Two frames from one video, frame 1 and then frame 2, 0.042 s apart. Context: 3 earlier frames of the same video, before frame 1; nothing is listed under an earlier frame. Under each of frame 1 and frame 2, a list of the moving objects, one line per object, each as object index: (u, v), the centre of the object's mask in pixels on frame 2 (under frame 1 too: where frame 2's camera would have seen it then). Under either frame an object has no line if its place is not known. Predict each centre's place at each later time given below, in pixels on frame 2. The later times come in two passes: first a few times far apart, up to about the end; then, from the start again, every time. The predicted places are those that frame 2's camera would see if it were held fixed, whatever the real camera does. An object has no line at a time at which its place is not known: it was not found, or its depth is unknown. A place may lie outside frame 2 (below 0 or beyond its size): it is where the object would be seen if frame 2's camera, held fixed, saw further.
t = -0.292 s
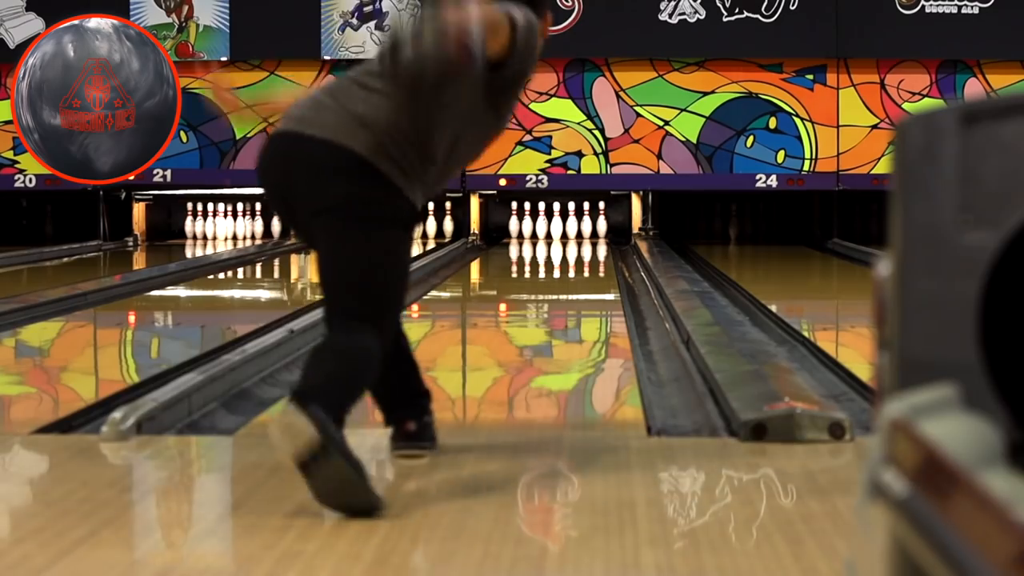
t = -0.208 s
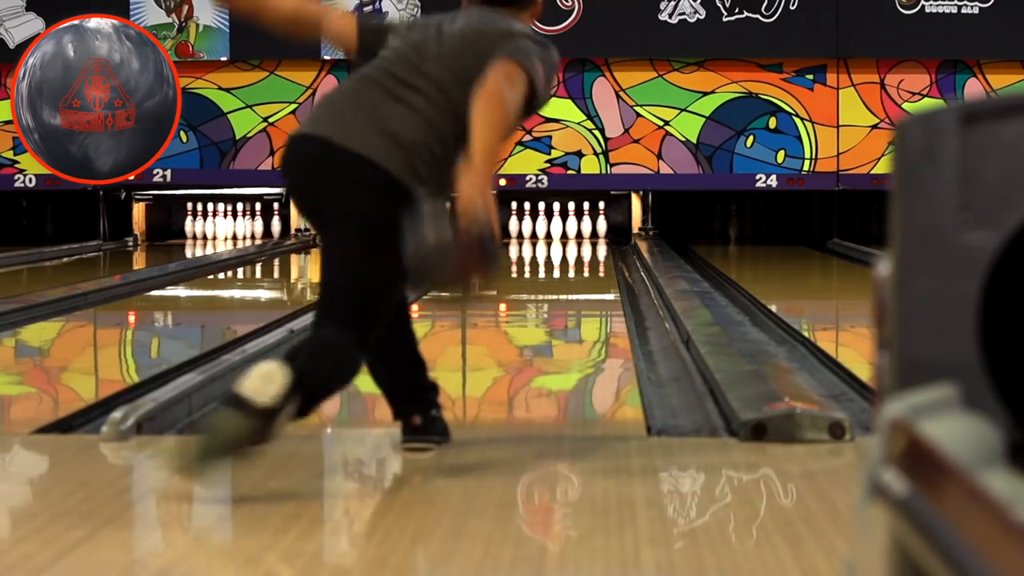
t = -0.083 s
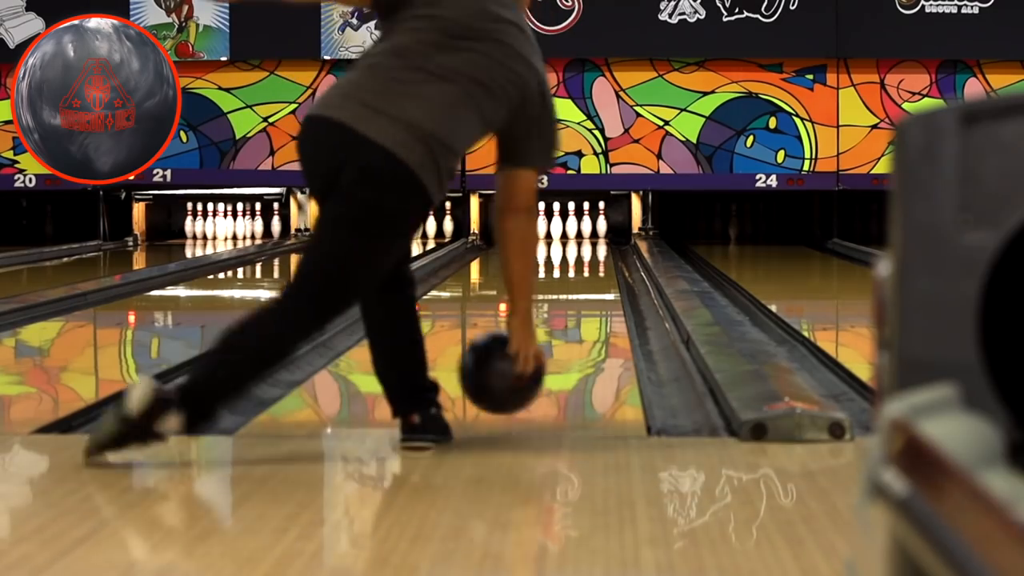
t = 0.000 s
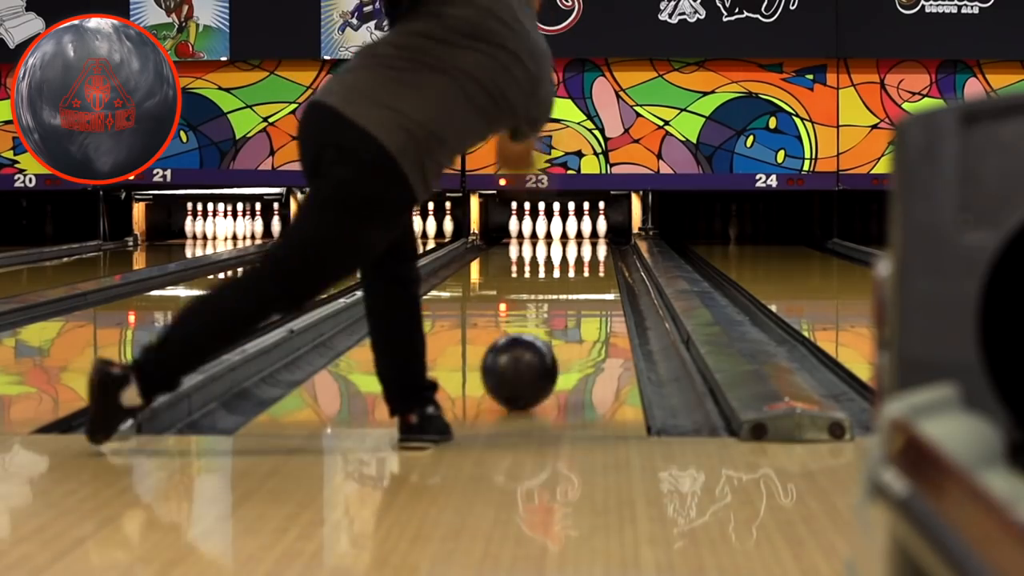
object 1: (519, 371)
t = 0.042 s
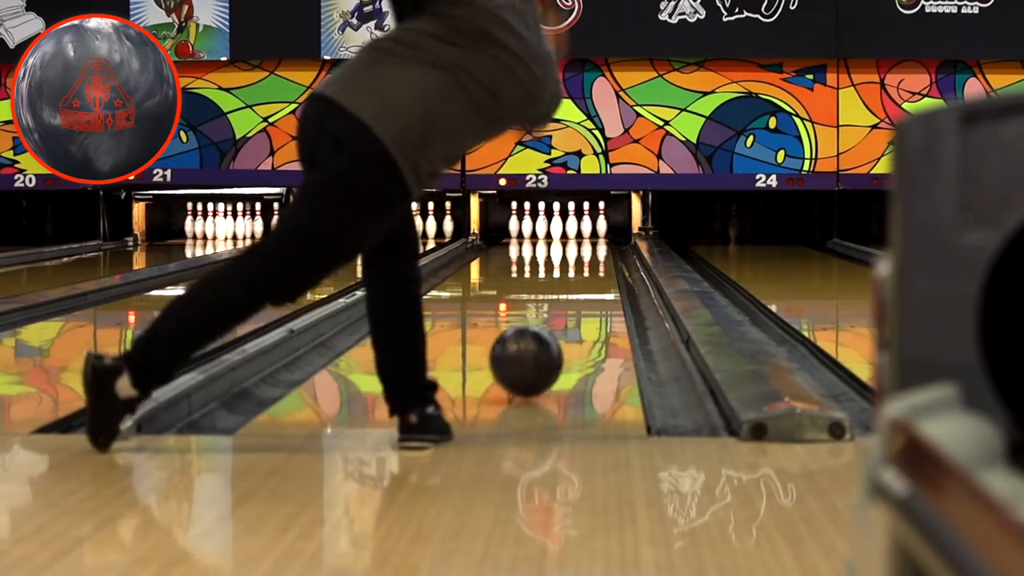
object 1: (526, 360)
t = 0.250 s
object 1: (552, 326)
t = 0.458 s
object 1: (569, 302)
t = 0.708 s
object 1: (582, 281)
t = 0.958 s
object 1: (589, 266)
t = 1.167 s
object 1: (593, 257)
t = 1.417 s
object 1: (594, 249)
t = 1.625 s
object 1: (592, 242)
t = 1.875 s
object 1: (586, 237)
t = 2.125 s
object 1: (576, 232)
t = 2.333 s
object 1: (571, 229)
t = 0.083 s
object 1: (532, 354)
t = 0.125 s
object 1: (538, 346)
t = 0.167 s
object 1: (543, 339)
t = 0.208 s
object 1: (548, 332)
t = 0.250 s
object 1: (552, 326)
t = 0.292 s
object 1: (556, 321)
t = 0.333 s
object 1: (559, 316)
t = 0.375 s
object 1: (562, 311)
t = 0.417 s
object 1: (566, 306)
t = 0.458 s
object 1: (569, 302)
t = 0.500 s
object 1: (571, 300)
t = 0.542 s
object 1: (575, 295)
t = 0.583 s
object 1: (576, 291)
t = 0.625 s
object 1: (578, 288)
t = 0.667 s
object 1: (580, 285)
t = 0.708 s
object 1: (582, 281)
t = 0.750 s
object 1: (583, 278)
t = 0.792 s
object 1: (584, 276)
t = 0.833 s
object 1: (586, 273)
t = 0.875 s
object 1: (587, 271)
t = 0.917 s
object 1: (588, 269)
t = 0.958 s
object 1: (589, 266)
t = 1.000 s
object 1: (590, 264)
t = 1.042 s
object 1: (591, 262)
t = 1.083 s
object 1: (592, 260)
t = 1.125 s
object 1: (592, 258)
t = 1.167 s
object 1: (593, 257)
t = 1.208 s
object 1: (594, 255)
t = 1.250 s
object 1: (594, 254)
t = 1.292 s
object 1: (595, 252)
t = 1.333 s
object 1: (595, 251)
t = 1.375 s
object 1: (594, 250)
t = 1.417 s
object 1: (594, 249)
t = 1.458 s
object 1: (594, 247)
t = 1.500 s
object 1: (594, 246)
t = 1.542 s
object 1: (593, 245)
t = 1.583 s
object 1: (593, 244)
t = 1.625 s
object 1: (592, 242)
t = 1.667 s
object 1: (591, 241)
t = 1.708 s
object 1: (591, 240)
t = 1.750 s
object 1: (589, 240)
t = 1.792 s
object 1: (588, 239)
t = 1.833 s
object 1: (587, 237)
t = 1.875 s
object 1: (586, 237)
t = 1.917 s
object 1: (585, 235)
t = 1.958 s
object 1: (583, 235)
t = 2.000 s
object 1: (581, 234)
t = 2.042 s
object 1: (580, 233)
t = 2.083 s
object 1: (578, 232)
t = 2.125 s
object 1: (576, 232)
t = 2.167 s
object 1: (574, 231)
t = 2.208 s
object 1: (572, 230)
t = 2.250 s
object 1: (570, 230)
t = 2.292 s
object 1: (570, 230)
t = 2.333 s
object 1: (571, 229)
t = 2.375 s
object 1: (573, 228)
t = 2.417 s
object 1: (574, 227)
